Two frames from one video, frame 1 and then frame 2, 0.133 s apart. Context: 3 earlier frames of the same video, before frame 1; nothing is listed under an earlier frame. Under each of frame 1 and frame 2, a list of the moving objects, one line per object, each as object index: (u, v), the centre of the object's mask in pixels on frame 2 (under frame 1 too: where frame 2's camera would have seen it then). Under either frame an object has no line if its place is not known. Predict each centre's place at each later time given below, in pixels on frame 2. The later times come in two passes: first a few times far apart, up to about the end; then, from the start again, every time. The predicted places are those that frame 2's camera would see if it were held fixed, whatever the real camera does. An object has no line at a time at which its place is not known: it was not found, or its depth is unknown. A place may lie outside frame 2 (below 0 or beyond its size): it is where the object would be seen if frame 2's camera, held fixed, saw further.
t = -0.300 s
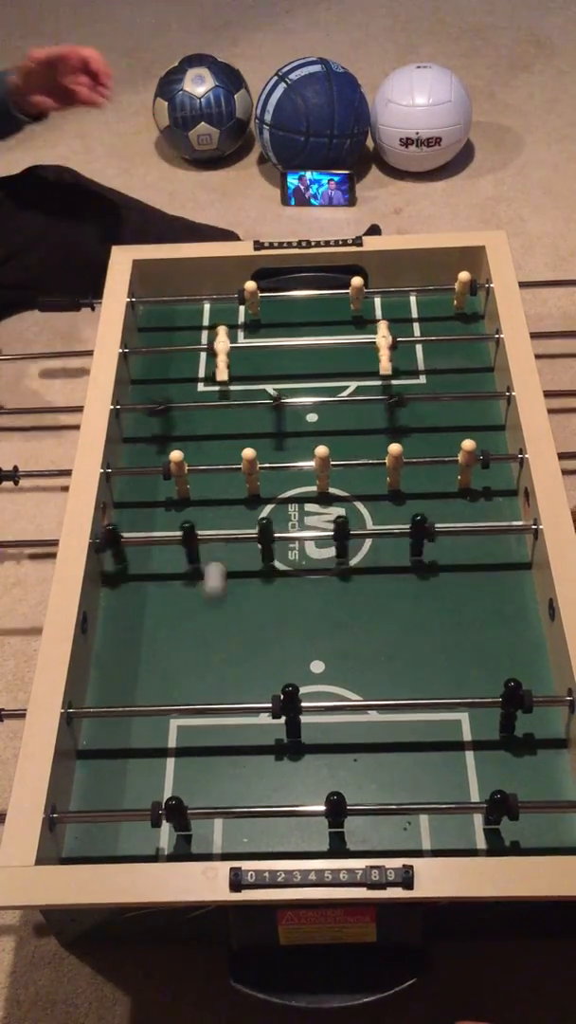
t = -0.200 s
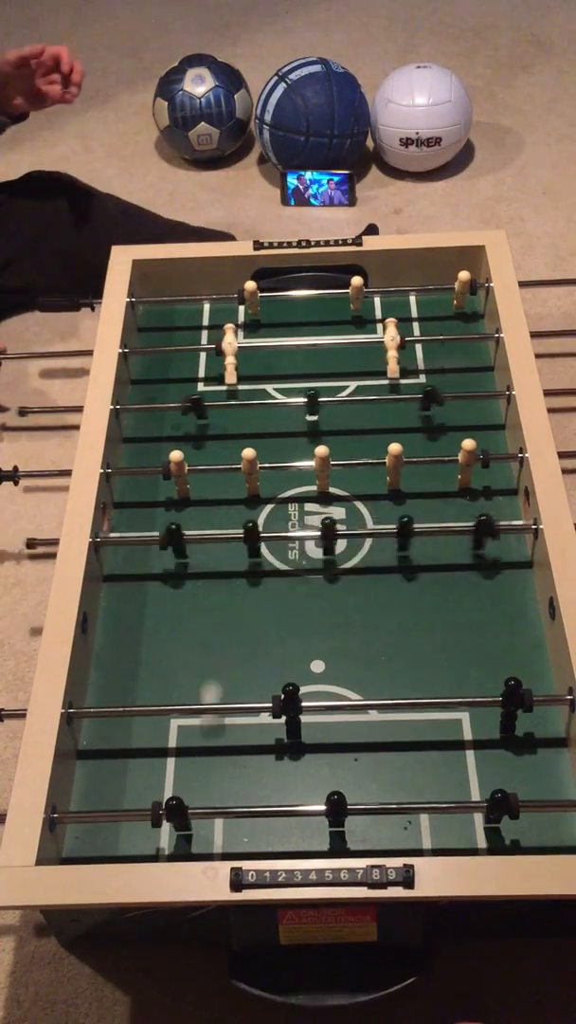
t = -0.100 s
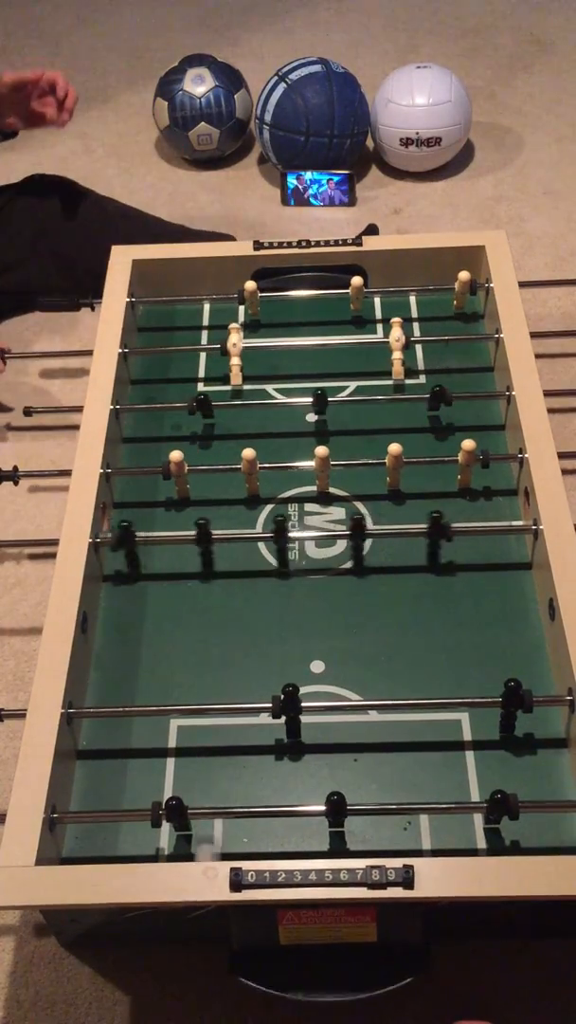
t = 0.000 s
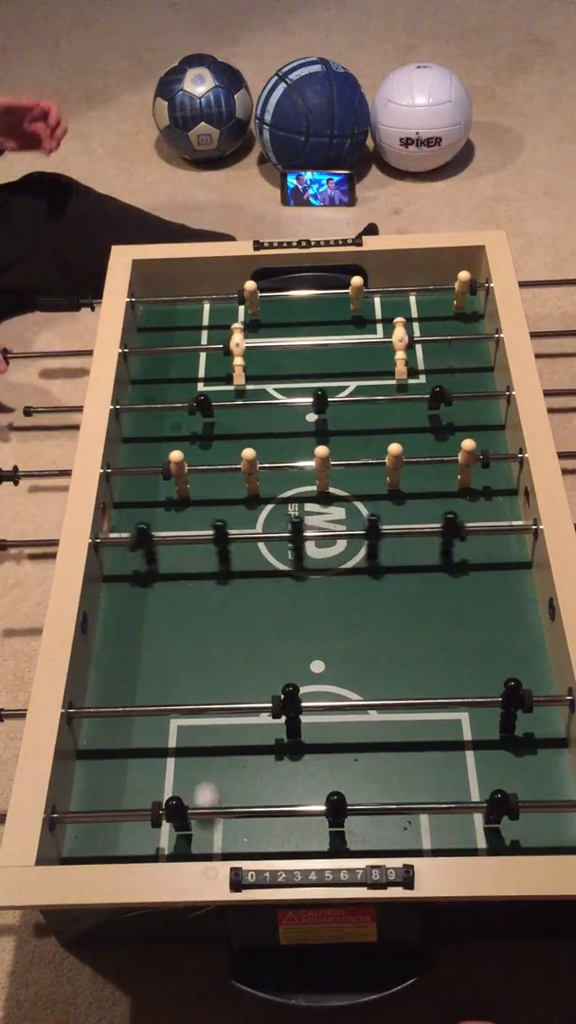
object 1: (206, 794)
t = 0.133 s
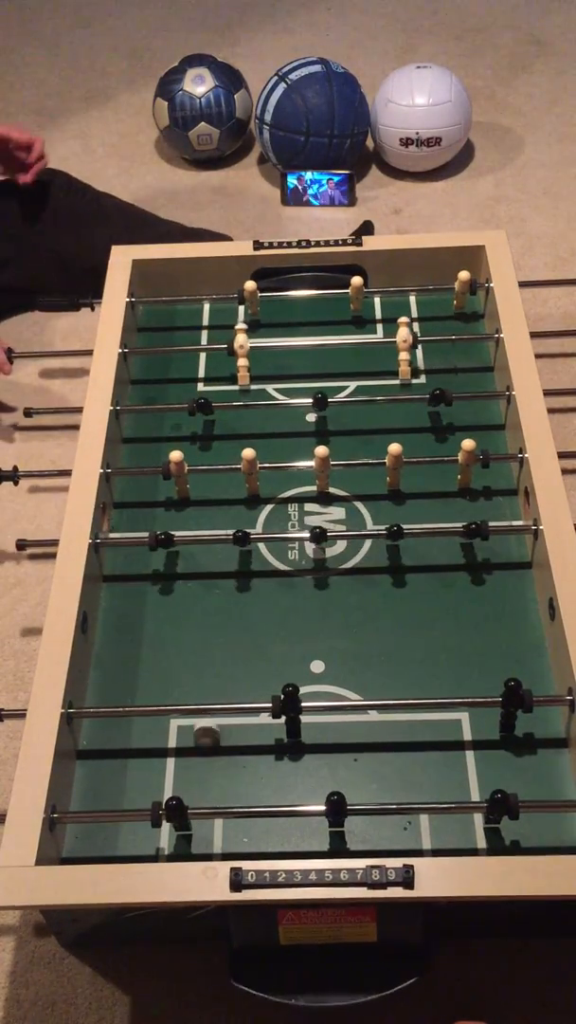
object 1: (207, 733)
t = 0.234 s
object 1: (204, 706)
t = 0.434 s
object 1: (199, 658)
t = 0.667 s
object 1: (192, 610)
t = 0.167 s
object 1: (206, 728)
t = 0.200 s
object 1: (205, 724)
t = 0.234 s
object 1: (204, 706)
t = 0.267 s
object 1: (202, 694)
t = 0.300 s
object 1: (202, 688)
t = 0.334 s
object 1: (202, 682)
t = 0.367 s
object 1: (201, 674)
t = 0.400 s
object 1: (200, 666)
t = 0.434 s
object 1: (199, 658)
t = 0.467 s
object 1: (198, 651)
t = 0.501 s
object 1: (197, 644)
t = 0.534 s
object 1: (196, 637)
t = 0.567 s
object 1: (195, 630)
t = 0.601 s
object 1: (194, 623)
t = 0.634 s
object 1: (193, 617)
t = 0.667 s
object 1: (192, 610)
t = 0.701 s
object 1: (191, 604)
